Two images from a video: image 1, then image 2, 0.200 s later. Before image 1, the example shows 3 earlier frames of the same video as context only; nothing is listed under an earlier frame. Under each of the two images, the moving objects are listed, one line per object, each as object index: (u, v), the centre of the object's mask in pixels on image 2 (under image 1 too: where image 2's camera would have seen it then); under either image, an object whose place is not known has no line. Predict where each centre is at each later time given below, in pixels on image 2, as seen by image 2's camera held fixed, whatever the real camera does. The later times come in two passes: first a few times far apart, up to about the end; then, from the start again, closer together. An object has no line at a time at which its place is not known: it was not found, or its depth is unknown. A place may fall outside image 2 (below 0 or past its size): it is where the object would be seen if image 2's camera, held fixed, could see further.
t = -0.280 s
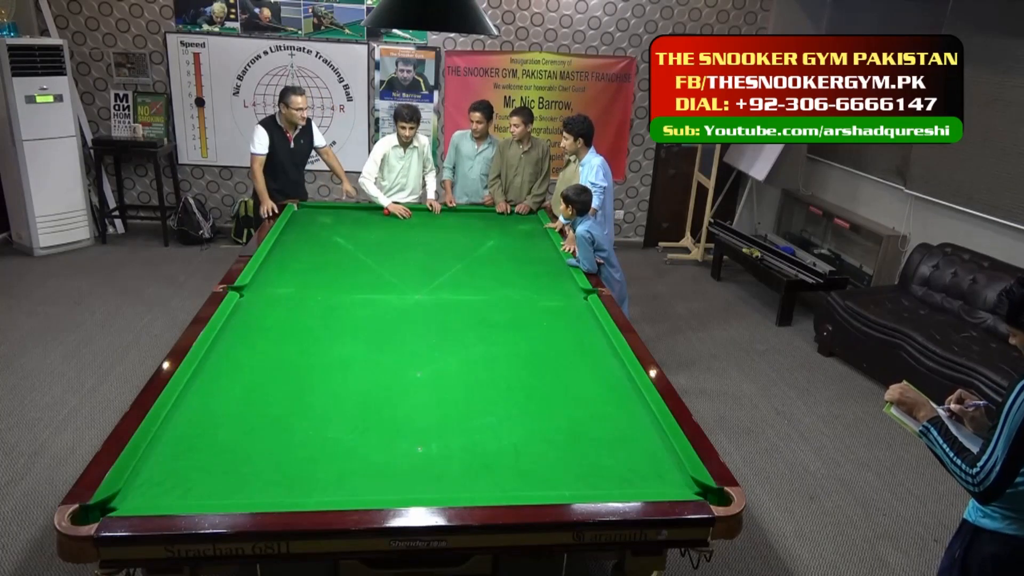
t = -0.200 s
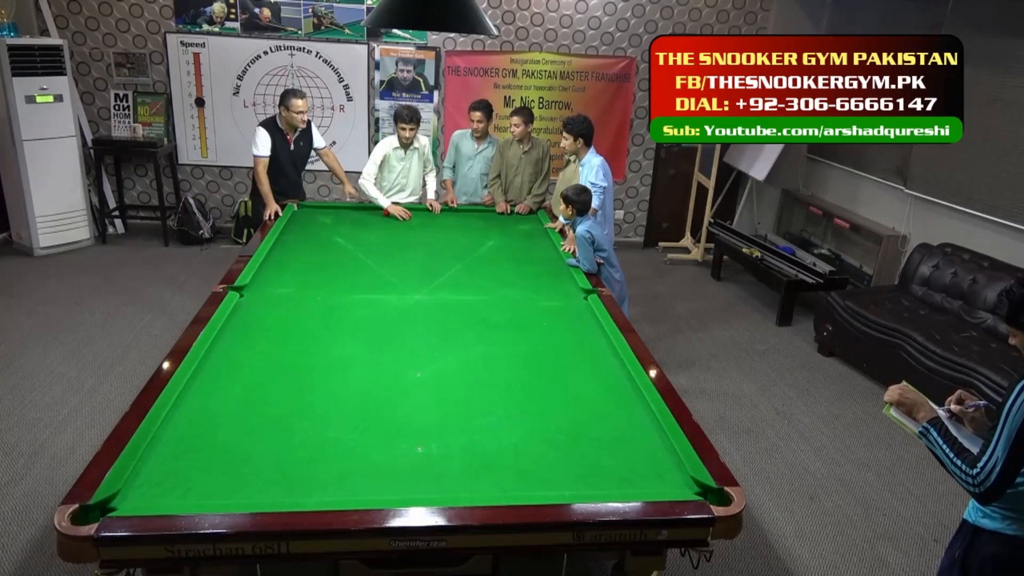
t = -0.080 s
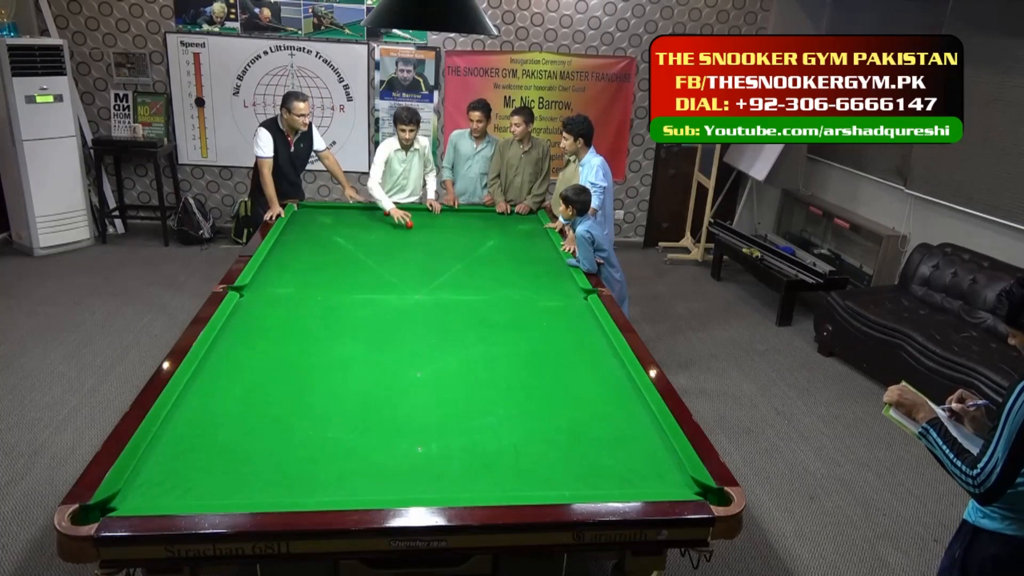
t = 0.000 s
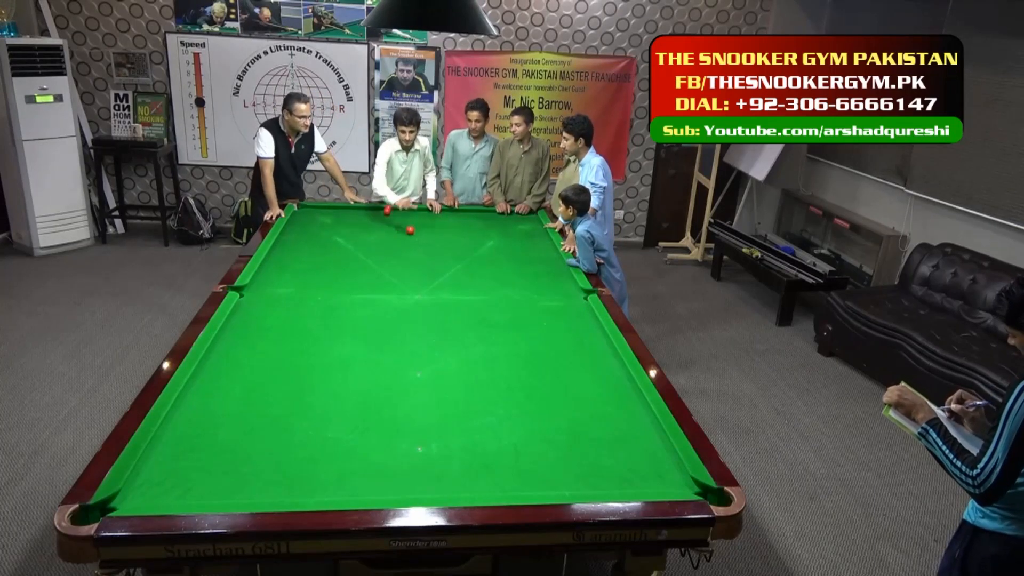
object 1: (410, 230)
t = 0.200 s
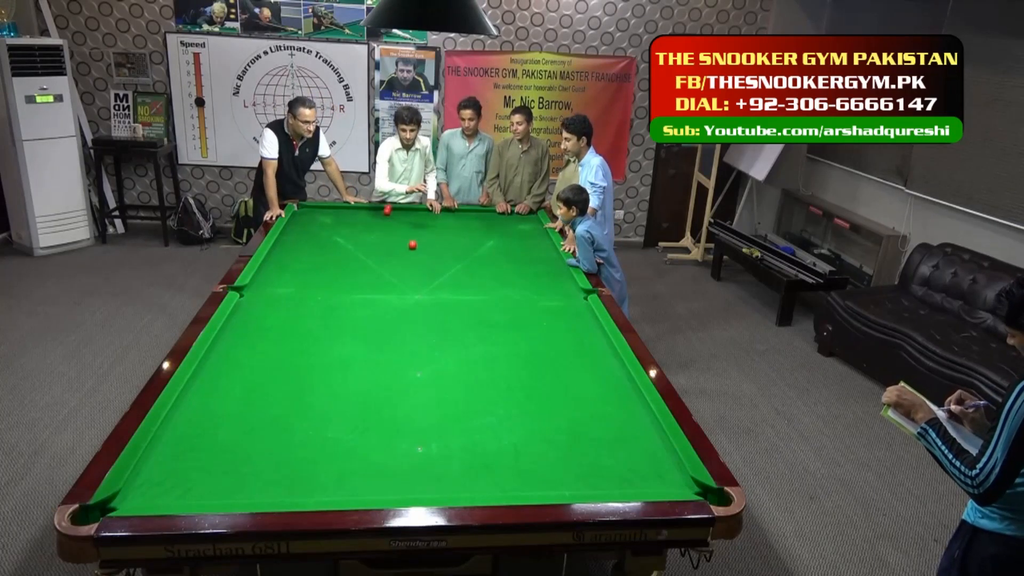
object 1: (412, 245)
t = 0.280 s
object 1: (413, 251)
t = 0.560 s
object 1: (417, 274)
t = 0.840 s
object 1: (422, 302)
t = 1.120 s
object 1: (428, 336)
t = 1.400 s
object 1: (436, 377)
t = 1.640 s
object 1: (443, 421)
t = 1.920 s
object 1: (455, 485)
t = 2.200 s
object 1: (457, 448)
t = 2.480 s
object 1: (458, 410)
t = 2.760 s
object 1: (458, 379)
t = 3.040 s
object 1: (459, 353)
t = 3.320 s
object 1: (460, 332)
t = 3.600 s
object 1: (460, 314)
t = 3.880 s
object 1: (461, 299)
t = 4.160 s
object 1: (461, 286)
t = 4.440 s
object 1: (462, 274)
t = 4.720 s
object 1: (462, 264)
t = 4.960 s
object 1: (462, 256)
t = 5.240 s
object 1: (463, 248)
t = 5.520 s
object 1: (463, 241)
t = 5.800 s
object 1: (463, 234)
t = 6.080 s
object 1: (464, 228)
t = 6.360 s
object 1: (464, 223)
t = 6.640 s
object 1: (464, 219)
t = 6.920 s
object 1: (464, 215)
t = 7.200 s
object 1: (464, 211)
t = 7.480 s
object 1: (465, 211)
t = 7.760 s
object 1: (466, 213)
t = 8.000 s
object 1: (466, 215)
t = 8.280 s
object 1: (467, 216)
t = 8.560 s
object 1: (467, 218)
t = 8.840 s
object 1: (467, 219)
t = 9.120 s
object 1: (467, 219)
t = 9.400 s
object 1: (467, 220)
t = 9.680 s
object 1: (467, 220)
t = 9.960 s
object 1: (467, 220)
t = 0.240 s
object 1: (413, 248)
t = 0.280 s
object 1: (413, 251)
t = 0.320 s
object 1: (414, 254)
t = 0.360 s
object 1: (414, 257)
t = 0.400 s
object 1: (415, 260)
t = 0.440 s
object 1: (416, 264)
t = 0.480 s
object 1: (416, 267)
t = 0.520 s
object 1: (417, 271)
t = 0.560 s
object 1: (417, 274)
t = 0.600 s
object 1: (418, 278)
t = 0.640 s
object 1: (419, 282)
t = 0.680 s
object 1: (419, 286)
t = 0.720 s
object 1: (420, 289)
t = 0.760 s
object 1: (421, 294)
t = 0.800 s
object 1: (421, 298)
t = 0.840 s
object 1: (422, 302)
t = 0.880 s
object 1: (423, 307)
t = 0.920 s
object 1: (424, 311)
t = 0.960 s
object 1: (425, 316)
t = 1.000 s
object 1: (426, 320)
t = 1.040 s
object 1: (426, 325)
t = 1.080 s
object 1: (427, 330)
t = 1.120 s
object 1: (428, 336)
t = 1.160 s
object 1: (429, 341)
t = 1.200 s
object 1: (430, 347)
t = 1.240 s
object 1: (431, 352)
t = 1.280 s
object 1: (432, 358)
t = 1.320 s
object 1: (433, 364)
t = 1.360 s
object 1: (434, 371)
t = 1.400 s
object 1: (436, 377)
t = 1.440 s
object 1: (437, 384)
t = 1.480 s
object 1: (438, 391)
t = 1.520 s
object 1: (439, 398)
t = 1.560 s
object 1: (441, 405)
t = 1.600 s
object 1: (442, 413)
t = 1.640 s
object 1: (443, 421)
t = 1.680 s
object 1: (445, 429)
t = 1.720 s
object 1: (446, 438)
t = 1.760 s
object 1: (448, 447)
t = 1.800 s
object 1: (450, 456)
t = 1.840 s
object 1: (451, 466)
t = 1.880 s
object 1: (453, 476)
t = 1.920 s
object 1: (455, 485)
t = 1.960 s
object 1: (456, 488)
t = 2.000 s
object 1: (456, 482)
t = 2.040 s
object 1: (457, 474)
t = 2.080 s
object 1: (457, 467)
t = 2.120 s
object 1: (457, 461)
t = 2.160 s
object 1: (457, 454)
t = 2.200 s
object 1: (457, 448)
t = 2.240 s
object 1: (457, 442)
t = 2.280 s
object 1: (457, 436)
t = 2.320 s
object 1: (457, 431)
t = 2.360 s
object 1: (457, 425)
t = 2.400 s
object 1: (458, 420)
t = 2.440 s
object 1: (458, 415)
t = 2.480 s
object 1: (458, 410)
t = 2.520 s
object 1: (458, 405)
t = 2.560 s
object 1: (458, 400)
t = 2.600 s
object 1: (458, 396)
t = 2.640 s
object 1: (458, 392)
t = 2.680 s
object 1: (458, 387)
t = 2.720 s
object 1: (458, 383)
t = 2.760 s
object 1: (458, 379)
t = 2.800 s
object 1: (459, 375)
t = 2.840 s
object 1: (459, 371)
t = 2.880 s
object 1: (459, 368)
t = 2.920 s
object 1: (459, 364)
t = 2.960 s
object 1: (459, 360)
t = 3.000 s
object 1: (459, 357)
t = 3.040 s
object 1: (459, 353)
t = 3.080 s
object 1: (459, 350)
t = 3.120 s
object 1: (459, 347)
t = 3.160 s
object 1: (459, 344)
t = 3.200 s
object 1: (459, 341)
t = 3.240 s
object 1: (460, 338)
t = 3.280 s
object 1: (460, 335)
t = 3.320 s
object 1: (460, 332)
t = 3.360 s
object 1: (460, 330)
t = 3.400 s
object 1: (460, 327)
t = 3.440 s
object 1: (460, 324)
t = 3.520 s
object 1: (460, 319)
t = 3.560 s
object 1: (460, 317)
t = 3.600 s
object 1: (460, 314)
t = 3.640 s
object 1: (460, 312)
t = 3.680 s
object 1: (460, 310)
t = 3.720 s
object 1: (460, 308)
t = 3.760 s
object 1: (460, 306)
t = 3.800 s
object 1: (460, 303)
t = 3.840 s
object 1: (461, 301)
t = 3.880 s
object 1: (461, 299)
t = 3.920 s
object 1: (461, 297)
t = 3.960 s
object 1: (461, 295)
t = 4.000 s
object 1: (461, 293)
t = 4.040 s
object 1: (461, 291)
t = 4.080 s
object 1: (461, 289)
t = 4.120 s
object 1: (461, 288)
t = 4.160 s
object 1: (461, 286)
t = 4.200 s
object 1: (461, 284)
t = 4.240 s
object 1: (461, 282)
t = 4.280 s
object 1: (461, 281)
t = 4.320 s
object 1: (461, 279)
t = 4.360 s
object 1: (462, 277)
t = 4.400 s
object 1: (462, 276)
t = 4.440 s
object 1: (462, 274)
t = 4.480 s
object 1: (462, 273)
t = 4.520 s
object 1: (462, 271)
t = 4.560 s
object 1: (462, 270)
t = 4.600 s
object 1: (462, 268)
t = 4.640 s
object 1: (462, 267)
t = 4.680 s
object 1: (462, 265)
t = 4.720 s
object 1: (462, 264)
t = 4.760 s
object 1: (462, 263)
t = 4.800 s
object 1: (462, 261)
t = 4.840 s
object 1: (462, 260)
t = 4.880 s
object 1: (462, 259)
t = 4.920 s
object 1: (462, 257)
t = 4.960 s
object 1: (462, 256)
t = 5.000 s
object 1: (462, 255)
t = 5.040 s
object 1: (462, 253)
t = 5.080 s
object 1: (462, 252)
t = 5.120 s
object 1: (463, 251)
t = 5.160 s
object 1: (462, 250)
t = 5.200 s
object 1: (463, 249)
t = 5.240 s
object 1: (463, 248)
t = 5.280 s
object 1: (463, 247)
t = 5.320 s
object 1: (463, 245)
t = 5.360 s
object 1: (463, 245)
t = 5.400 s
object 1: (463, 244)
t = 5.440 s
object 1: (463, 242)
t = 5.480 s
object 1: (463, 242)
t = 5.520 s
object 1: (463, 241)
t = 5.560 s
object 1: (463, 240)
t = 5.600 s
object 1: (463, 239)
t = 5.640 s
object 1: (463, 238)
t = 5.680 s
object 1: (463, 237)
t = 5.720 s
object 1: (463, 236)
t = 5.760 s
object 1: (463, 235)
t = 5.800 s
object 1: (463, 234)
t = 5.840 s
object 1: (463, 233)
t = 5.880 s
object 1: (463, 232)
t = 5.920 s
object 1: (463, 232)
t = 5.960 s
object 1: (463, 231)
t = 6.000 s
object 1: (464, 230)
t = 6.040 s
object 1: (464, 229)
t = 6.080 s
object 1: (464, 228)
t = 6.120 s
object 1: (464, 228)
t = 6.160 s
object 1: (464, 227)
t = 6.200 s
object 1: (464, 226)
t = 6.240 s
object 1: (464, 225)
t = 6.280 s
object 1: (464, 225)
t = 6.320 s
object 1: (464, 224)
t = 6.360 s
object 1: (464, 223)
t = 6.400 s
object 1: (464, 222)
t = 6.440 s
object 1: (464, 222)
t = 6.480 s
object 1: (464, 221)
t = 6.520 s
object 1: (464, 221)
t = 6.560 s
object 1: (464, 220)
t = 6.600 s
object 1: (464, 219)
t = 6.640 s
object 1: (464, 219)
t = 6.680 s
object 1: (464, 218)
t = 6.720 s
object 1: (464, 217)
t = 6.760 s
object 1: (464, 217)
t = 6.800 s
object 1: (464, 216)
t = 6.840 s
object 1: (464, 215)
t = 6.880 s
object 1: (464, 215)
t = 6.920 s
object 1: (464, 215)
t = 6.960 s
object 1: (464, 214)
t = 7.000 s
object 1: (464, 214)
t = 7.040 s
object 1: (464, 213)
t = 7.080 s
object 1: (464, 212)
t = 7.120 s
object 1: (464, 212)
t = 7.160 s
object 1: (464, 212)
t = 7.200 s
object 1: (464, 211)
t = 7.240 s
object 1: (464, 210)
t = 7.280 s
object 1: (464, 210)
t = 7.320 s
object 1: (464, 210)
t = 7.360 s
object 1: (464, 210)
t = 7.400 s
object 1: (464, 210)
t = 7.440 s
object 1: (464, 210)
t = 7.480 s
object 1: (465, 211)
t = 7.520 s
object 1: (465, 211)
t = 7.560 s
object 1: (465, 211)
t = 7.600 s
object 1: (465, 212)
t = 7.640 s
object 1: (465, 212)
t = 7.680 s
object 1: (465, 212)
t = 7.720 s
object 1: (466, 213)
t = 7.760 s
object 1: (466, 213)
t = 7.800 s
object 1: (466, 213)
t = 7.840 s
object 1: (466, 214)
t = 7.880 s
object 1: (466, 214)
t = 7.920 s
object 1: (466, 214)
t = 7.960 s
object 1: (466, 214)
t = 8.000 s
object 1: (466, 215)
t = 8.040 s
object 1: (466, 215)
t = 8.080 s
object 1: (466, 215)
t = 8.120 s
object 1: (466, 215)
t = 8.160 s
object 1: (466, 216)
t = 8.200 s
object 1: (466, 216)
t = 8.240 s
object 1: (466, 216)
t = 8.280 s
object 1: (467, 216)
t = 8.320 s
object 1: (467, 216)
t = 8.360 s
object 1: (467, 217)
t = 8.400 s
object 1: (467, 217)
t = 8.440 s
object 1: (467, 217)
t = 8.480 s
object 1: (467, 217)
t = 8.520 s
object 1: (467, 217)
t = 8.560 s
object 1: (467, 218)
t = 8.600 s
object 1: (467, 218)
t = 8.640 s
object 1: (467, 218)
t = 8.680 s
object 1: (467, 218)
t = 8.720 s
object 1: (467, 218)
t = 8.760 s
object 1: (467, 218)
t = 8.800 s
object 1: (467, 219)
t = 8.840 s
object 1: (467, 219)
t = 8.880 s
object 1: (467, 219)
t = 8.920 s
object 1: (467, 219)
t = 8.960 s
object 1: (467, 219)
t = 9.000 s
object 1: (467, 219)
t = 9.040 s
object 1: (467, 219)
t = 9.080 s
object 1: (467, 219)
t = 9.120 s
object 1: (467, 219)
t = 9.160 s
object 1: (467, 220)
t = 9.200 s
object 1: (467, 220)
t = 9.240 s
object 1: (467, 220)
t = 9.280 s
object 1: (467, 220)
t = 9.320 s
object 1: (467, 220)
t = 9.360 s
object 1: (467, 220)
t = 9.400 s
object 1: (467, 220)
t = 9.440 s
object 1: (467, 220)
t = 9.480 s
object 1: (467, 220)
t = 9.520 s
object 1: (467, 220)
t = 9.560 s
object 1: (467, 220)
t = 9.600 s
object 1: (467, 220)
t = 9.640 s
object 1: (467, 220)
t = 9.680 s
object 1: (467, 220)
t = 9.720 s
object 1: (467, 220)
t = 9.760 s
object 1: (467, 220)
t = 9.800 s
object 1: (467, 220)
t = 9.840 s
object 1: (467, 220)
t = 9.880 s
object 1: (467, 220)
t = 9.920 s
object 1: (467, 220)
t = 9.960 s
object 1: (467, 220)
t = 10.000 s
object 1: (467, 220)
